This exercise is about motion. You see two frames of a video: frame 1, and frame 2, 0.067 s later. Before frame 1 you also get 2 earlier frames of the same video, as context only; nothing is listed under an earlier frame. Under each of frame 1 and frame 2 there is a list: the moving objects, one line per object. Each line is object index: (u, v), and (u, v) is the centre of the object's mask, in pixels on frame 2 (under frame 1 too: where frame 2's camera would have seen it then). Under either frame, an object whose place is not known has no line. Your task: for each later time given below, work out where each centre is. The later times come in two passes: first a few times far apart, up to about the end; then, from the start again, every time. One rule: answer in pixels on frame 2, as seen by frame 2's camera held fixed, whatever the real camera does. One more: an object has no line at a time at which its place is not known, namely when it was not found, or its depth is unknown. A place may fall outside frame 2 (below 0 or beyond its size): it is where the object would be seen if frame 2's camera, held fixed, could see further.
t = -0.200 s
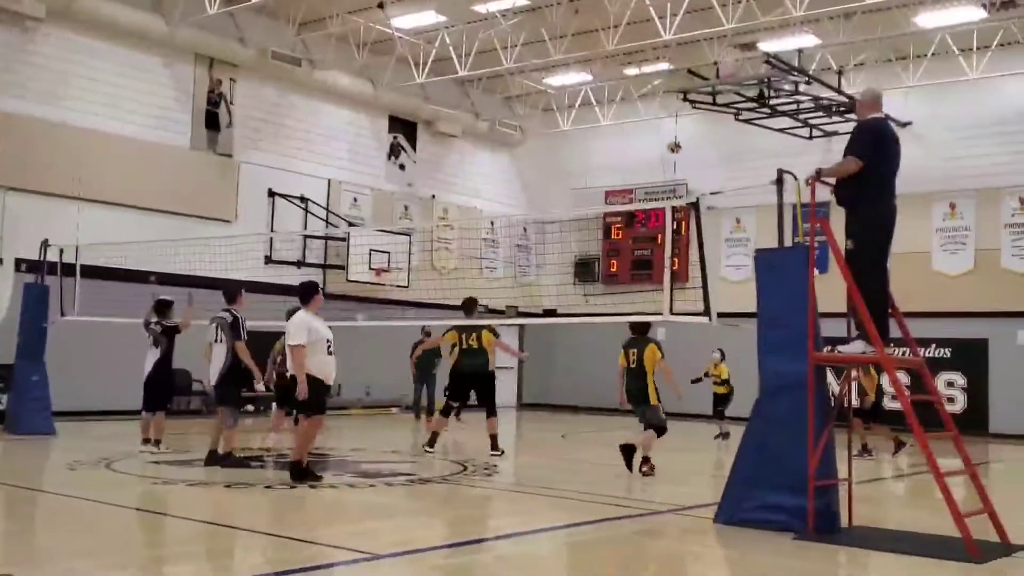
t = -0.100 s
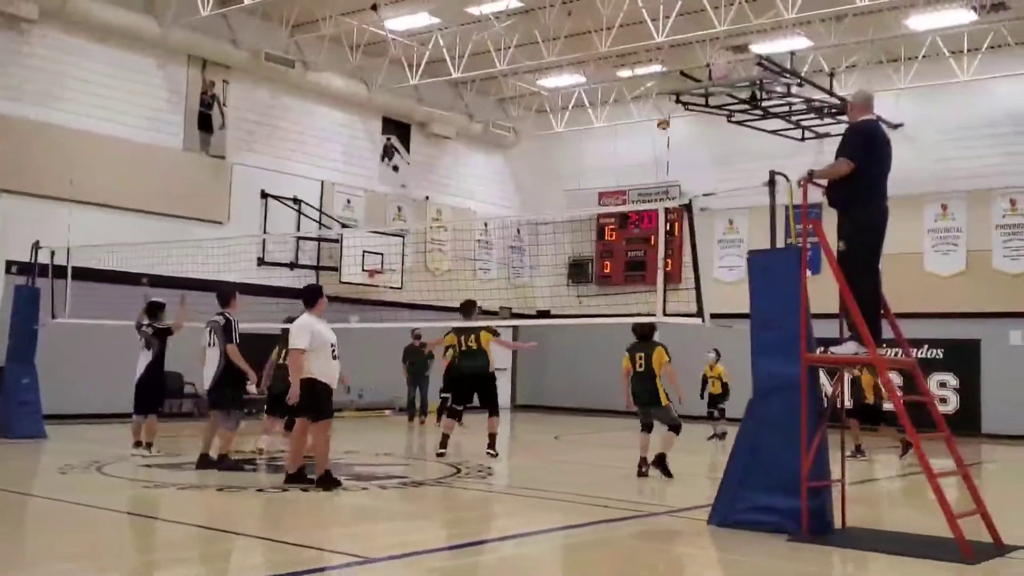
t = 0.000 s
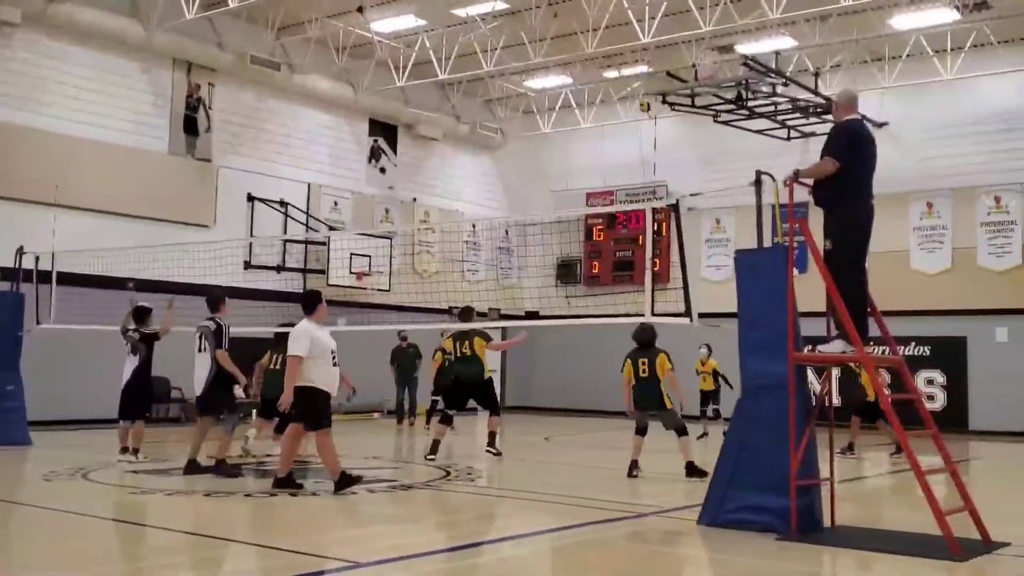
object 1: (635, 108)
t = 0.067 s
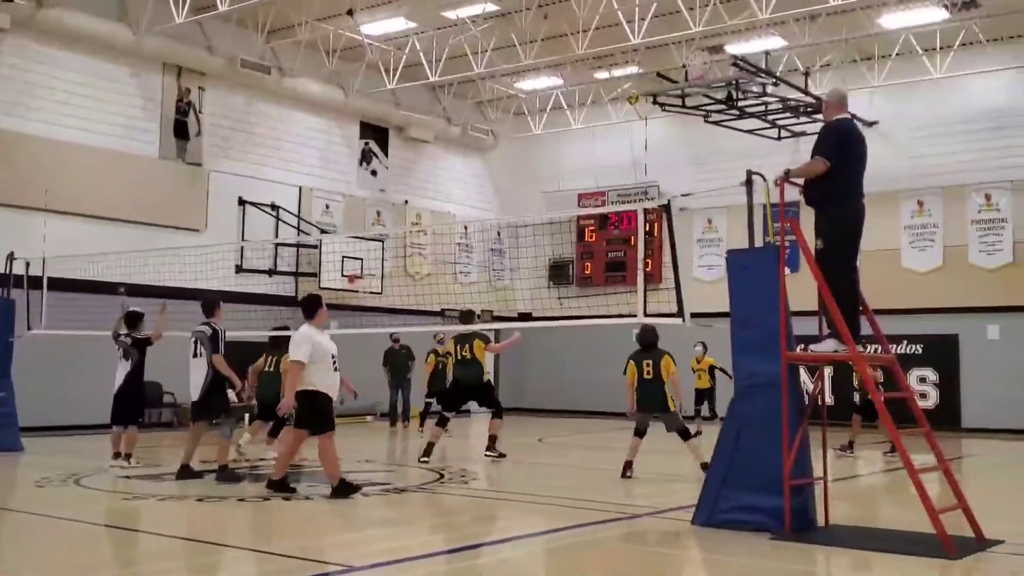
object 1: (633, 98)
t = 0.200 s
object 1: (627, 89)
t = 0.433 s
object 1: (614, 101)
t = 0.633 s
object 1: (602, 144)
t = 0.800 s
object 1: (592, 198)
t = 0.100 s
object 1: (632, 95)
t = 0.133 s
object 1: (631, 92)
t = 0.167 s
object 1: (628, 90)
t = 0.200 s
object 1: (627, 89)
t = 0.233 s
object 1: (624, 89)
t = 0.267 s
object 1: (623, 89)
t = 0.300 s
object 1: (621, 91)
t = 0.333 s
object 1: (619, 92)
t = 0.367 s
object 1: (617, 94)
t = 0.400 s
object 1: (616, 98)
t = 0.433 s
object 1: (614, 101)
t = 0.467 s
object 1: (612, 108)
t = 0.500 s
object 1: (610, 114)
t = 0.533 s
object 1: (608, 119)
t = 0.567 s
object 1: (607, 127)
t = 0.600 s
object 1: (605, 135)
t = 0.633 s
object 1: (602, 144)
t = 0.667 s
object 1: (600, 153)
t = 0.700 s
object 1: (598, 163)
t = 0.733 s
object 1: (596, 174)
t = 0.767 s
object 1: (594, 186)
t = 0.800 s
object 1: (592, 198)
